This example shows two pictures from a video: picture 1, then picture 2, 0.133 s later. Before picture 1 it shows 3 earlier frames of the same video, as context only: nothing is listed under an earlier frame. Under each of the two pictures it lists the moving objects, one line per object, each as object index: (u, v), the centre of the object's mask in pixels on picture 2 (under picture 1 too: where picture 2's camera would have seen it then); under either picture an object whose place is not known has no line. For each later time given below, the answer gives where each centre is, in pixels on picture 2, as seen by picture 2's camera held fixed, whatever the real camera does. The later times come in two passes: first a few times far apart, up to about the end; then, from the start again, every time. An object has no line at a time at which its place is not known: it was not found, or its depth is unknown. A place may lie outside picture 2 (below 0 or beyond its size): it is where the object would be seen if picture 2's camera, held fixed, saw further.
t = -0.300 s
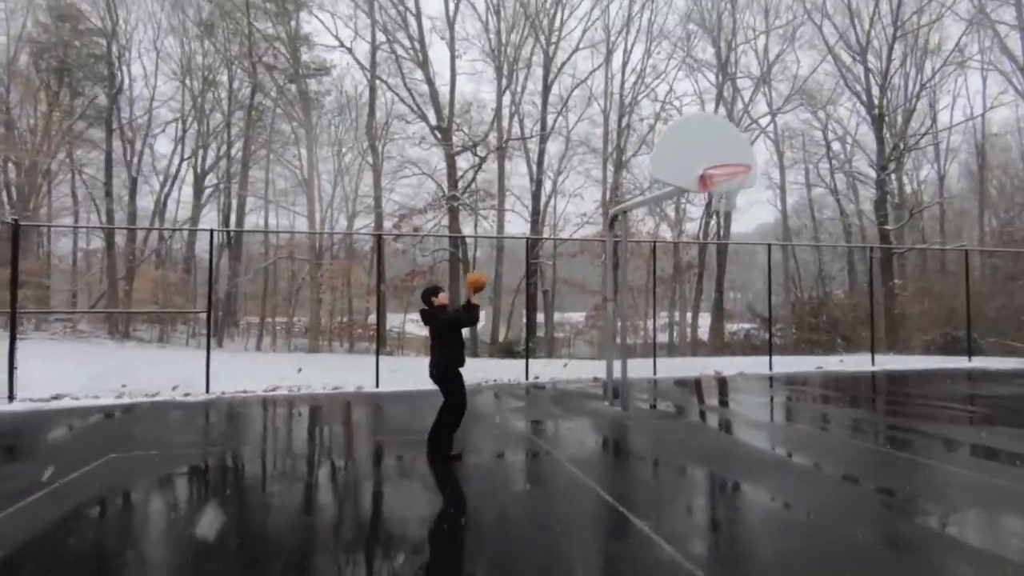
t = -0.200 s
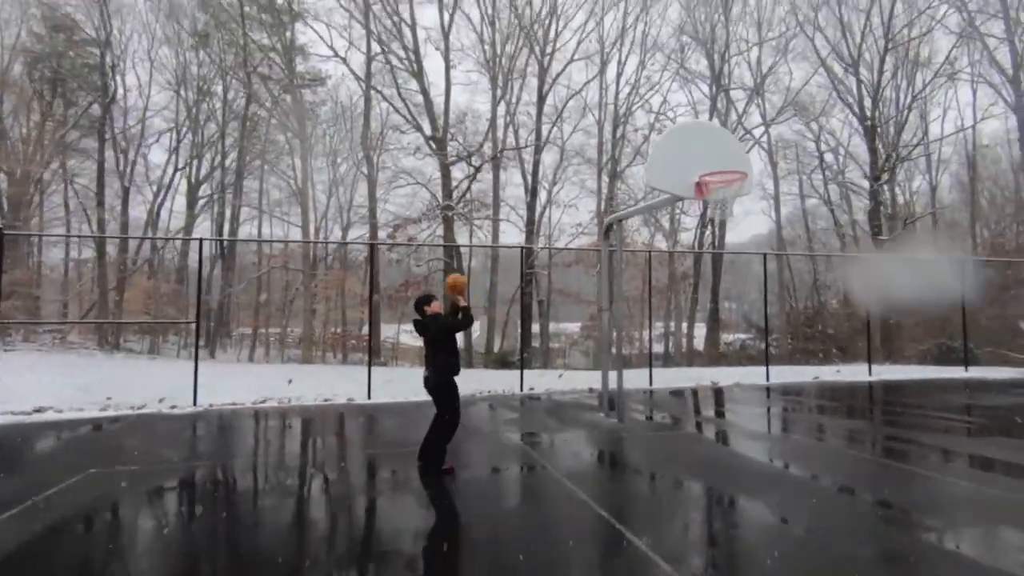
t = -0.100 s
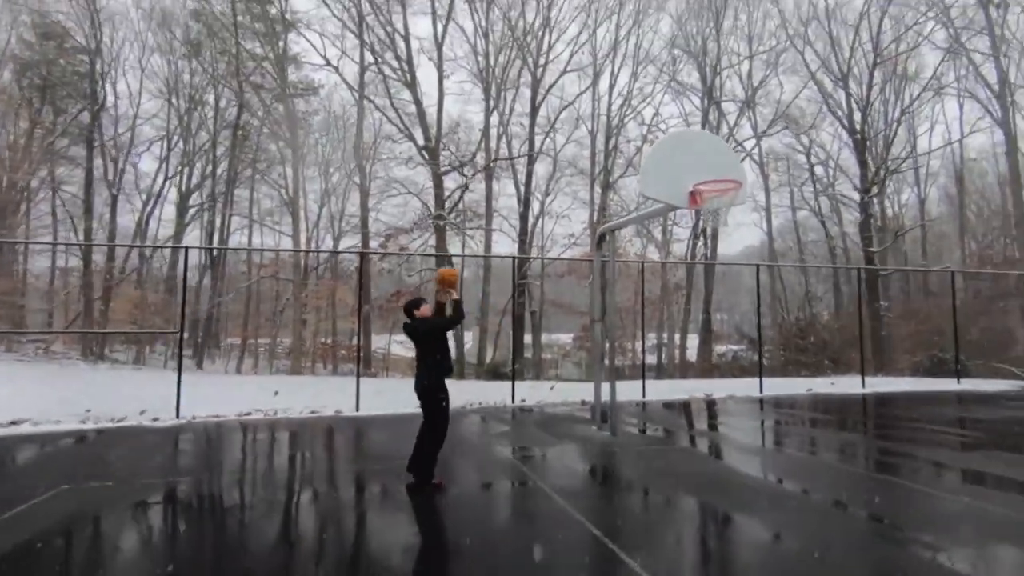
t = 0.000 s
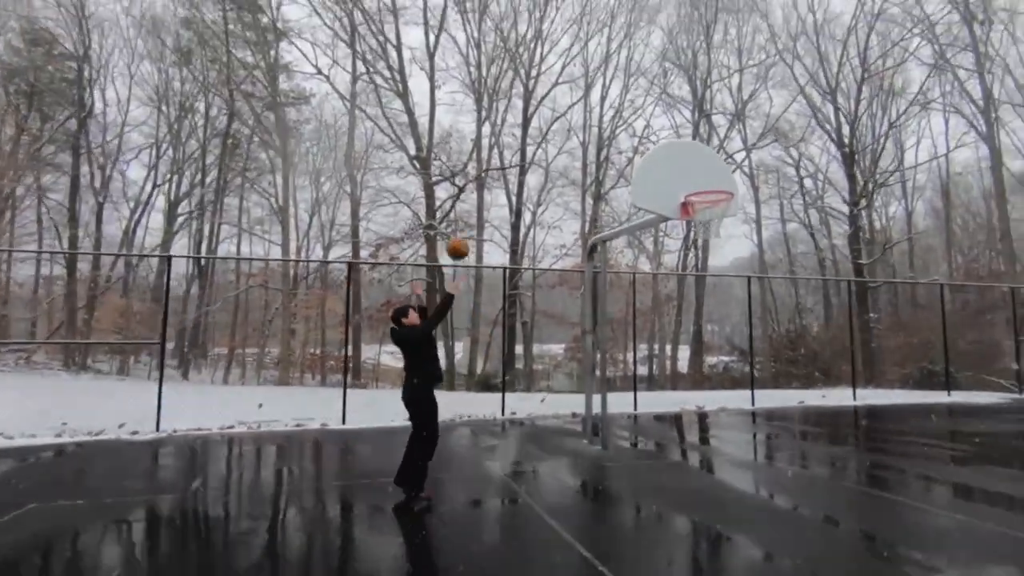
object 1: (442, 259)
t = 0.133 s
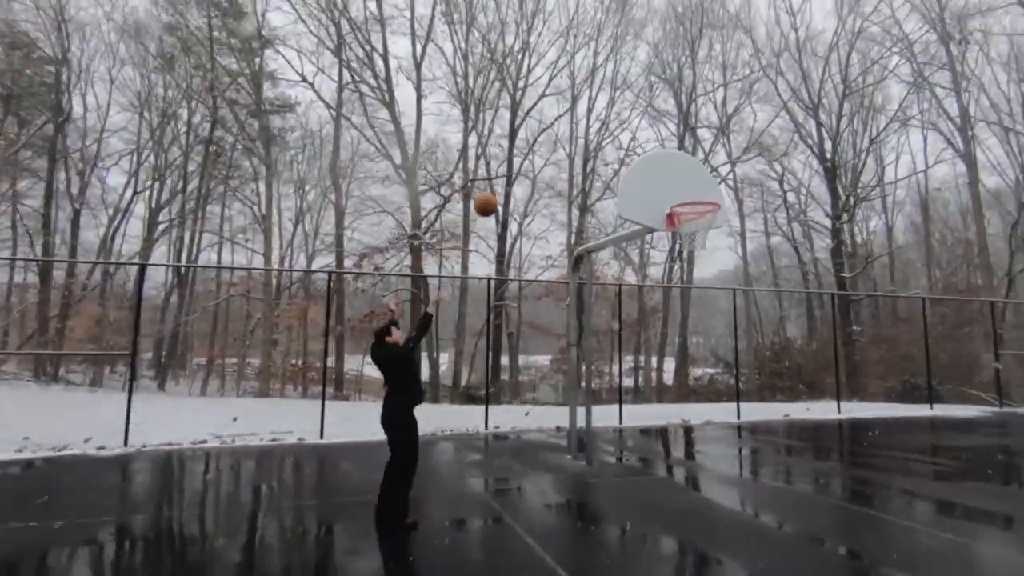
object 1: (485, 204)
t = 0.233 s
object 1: (517, 174)
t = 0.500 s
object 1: (603, 136)
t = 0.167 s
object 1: (496, 193)
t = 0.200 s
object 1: (506, 183)
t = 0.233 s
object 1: (517, 174)
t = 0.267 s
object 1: (528, 166)
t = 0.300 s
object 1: (538, 157)
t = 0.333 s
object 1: (549, 151)
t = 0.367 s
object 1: (559, 146)
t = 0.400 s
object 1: (571, 142)
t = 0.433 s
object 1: (582, 140)
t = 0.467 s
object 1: (593, 137)
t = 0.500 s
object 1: (603, 136)
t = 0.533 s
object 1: (615, 136)
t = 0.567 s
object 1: (626, 138)
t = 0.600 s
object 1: (637, 140)
